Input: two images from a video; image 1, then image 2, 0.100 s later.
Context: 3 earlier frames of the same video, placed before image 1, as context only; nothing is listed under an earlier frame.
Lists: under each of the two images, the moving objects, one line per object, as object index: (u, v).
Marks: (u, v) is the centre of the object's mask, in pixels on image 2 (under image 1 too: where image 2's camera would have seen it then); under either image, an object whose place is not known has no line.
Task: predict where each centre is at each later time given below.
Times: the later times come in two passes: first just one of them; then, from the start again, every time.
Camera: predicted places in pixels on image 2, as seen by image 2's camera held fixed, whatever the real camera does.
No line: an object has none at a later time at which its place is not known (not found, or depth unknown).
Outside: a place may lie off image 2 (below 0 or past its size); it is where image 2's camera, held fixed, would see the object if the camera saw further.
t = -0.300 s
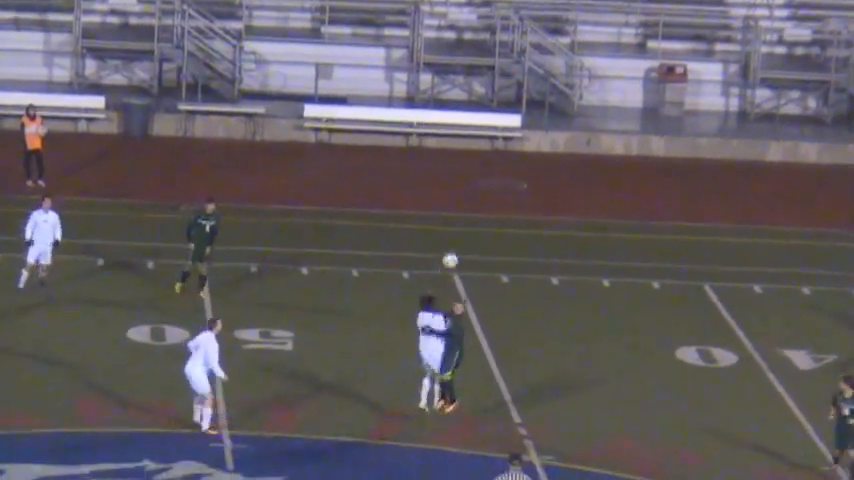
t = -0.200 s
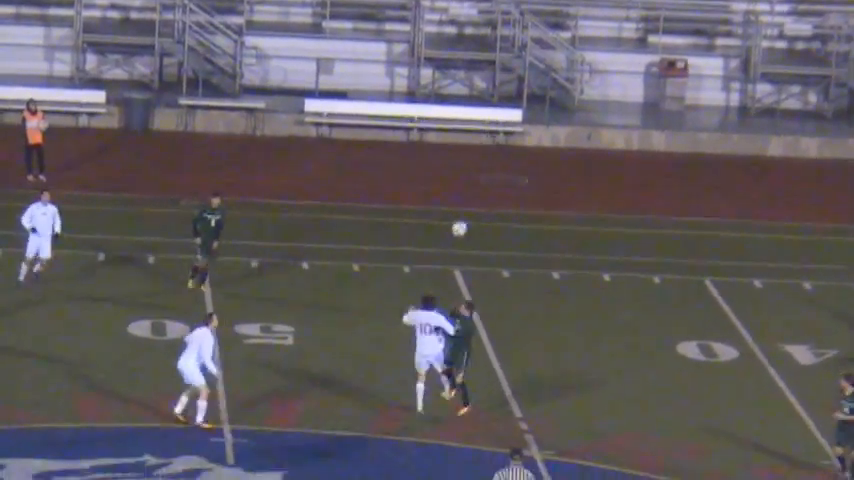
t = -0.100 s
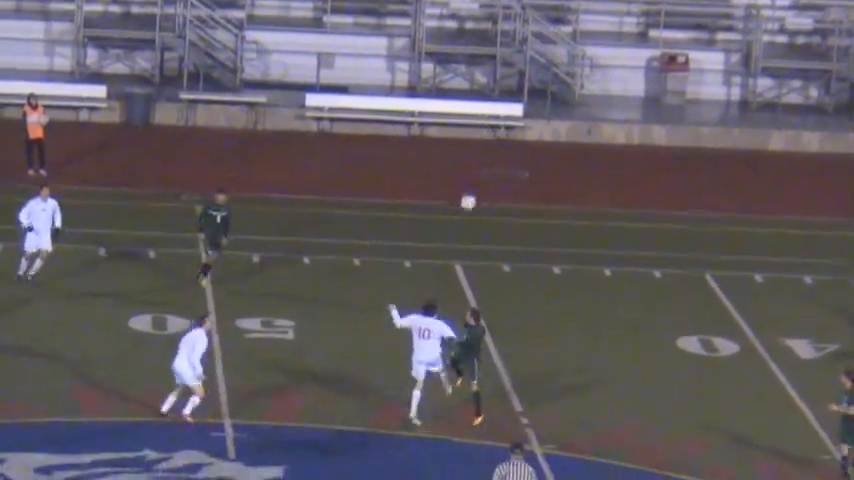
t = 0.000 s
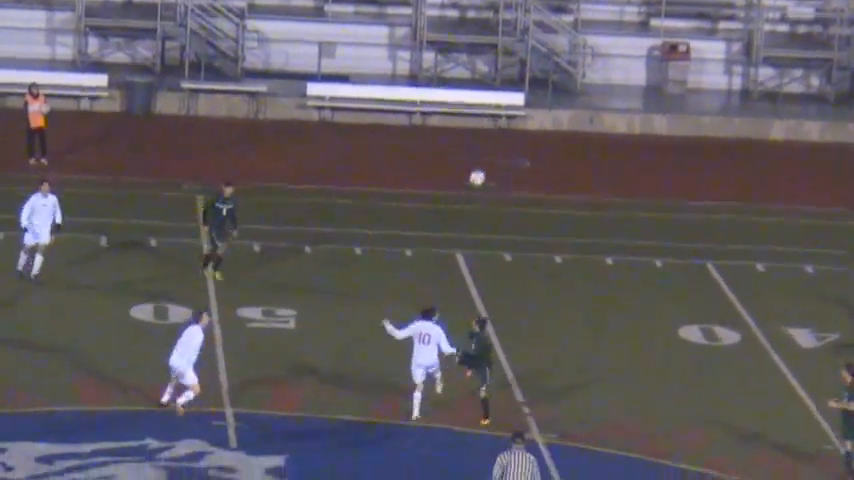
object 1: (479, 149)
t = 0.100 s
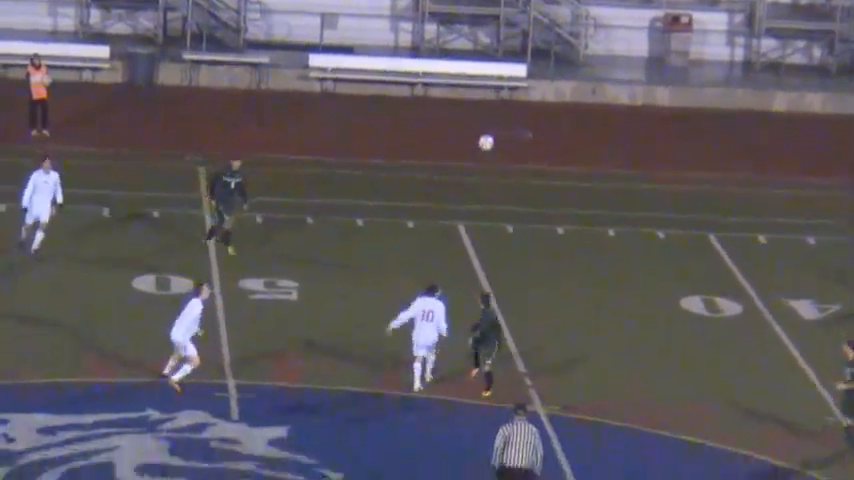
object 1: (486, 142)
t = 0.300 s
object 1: (498, 147)
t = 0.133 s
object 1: (488, 141)
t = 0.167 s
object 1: (490, 141)
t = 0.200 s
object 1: (492, 141)
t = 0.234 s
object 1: (494, 143)
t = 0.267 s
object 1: (496, 145)
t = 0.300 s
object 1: (498, 147)
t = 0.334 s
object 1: (500, 151)
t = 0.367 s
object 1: (501, 155)
